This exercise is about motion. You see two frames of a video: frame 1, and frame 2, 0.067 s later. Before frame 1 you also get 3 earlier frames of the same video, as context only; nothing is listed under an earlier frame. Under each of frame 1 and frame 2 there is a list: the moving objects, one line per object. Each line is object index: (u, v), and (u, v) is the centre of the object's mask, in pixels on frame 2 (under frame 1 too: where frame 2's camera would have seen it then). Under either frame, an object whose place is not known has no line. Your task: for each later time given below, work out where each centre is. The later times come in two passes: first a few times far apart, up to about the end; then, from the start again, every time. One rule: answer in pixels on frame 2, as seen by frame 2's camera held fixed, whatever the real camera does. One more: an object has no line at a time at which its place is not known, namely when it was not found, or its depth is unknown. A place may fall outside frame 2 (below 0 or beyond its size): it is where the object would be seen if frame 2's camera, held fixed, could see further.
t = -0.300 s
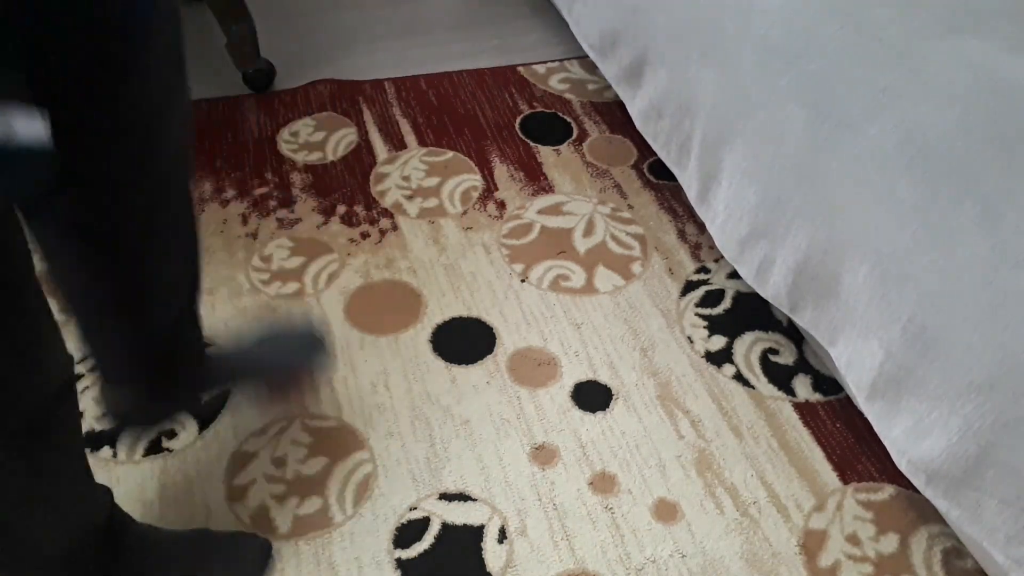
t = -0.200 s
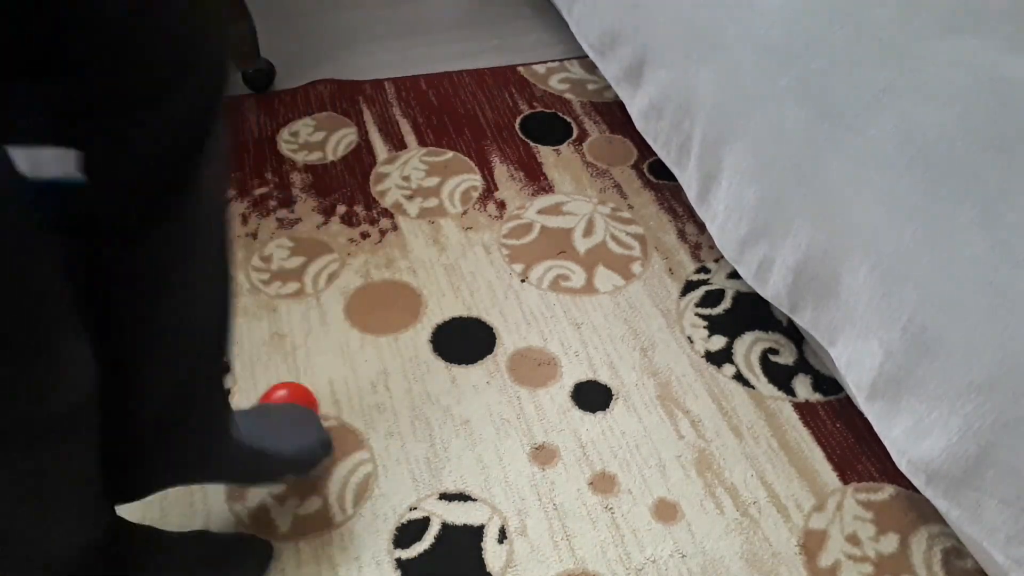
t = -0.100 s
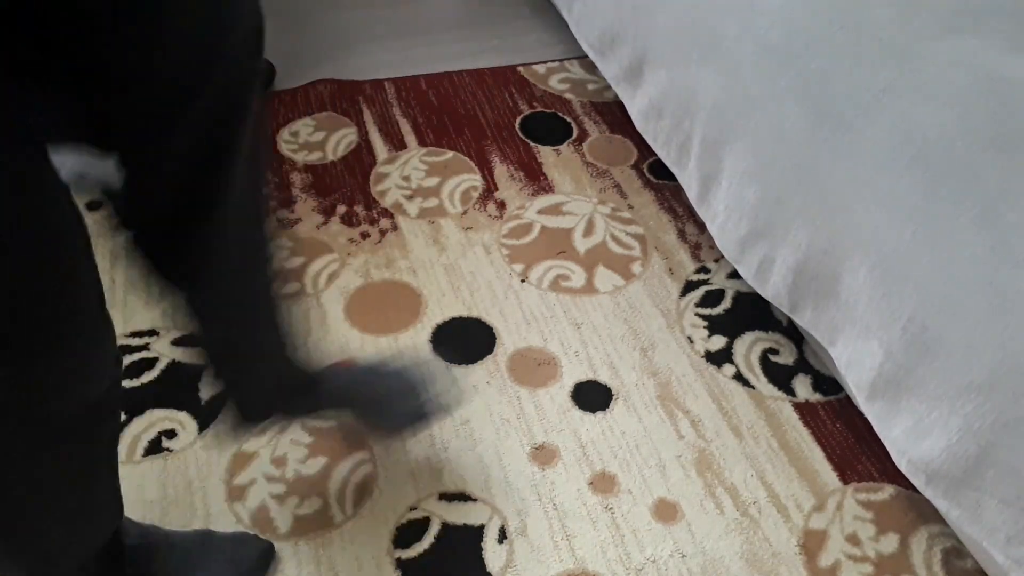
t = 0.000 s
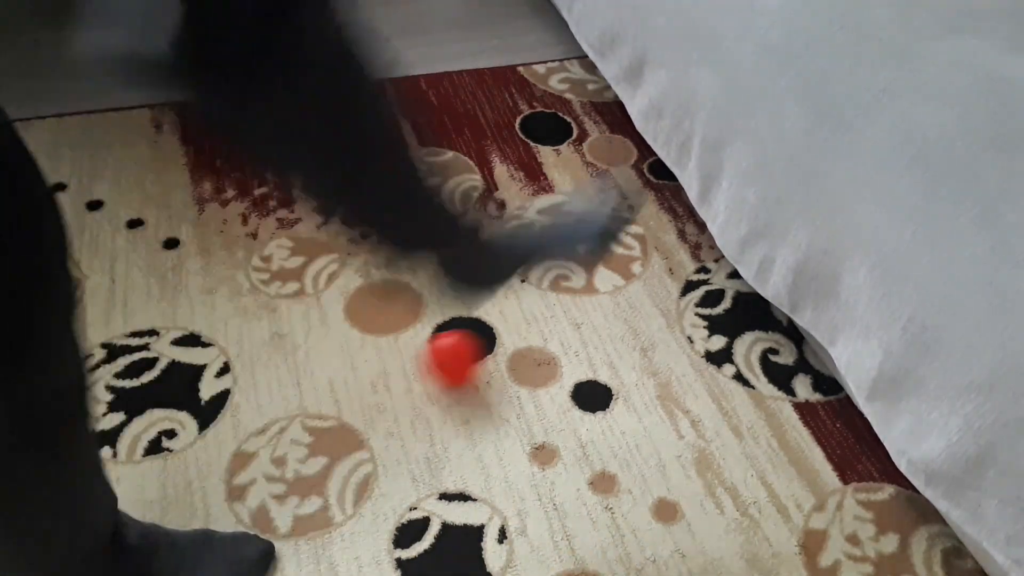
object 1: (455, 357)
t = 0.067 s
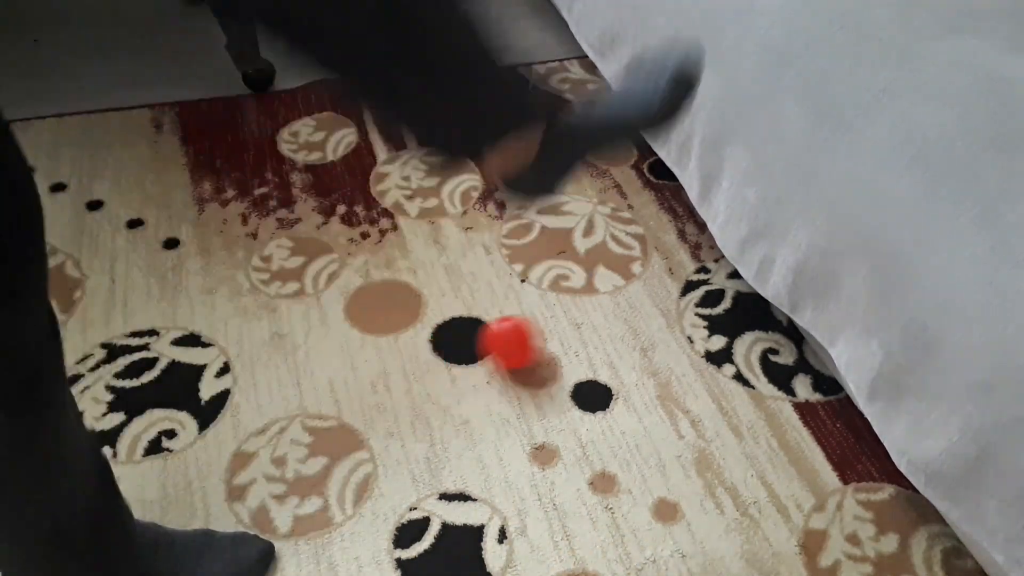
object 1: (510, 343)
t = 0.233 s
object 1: (639, 309)
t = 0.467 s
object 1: (714, 291)
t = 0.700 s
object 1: (674, 309)
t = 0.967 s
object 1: (632, 327)
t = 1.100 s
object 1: (611, 336)
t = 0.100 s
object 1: (538, 337)
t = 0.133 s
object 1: (565, 329)
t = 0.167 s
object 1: (590, 323)
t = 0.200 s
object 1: (616, 316)
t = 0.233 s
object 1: (639, 309)
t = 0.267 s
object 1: (663, 304)
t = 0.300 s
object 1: (686, 299)
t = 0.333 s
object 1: (706, 291)
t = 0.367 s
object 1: (725, 288)
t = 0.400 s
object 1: (731, 287)
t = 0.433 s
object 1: (722, 289)
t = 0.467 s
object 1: (714, 291)
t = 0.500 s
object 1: (707, 294)
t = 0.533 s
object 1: (701, 297)
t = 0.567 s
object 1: (696, 300)
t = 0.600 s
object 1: (690, 302)
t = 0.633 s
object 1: (685, 304)
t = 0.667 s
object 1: (679, 307)
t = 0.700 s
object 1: (674, 309)
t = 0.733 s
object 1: (669, 311)
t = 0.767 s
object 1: (664, 314)
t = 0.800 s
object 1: (658, 316)
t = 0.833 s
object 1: (653, 319)
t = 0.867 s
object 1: (648, 321)
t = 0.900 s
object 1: (643, 323)
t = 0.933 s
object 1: (637, 325)
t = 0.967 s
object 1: (632, 327)
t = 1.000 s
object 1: (627, 329)
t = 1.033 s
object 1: (621, 331)
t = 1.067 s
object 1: (616, 334)
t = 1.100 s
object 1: (611, 336)
